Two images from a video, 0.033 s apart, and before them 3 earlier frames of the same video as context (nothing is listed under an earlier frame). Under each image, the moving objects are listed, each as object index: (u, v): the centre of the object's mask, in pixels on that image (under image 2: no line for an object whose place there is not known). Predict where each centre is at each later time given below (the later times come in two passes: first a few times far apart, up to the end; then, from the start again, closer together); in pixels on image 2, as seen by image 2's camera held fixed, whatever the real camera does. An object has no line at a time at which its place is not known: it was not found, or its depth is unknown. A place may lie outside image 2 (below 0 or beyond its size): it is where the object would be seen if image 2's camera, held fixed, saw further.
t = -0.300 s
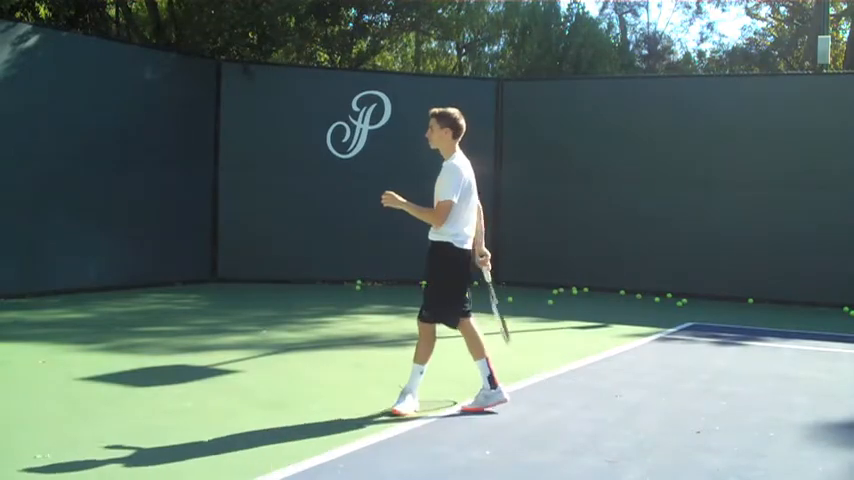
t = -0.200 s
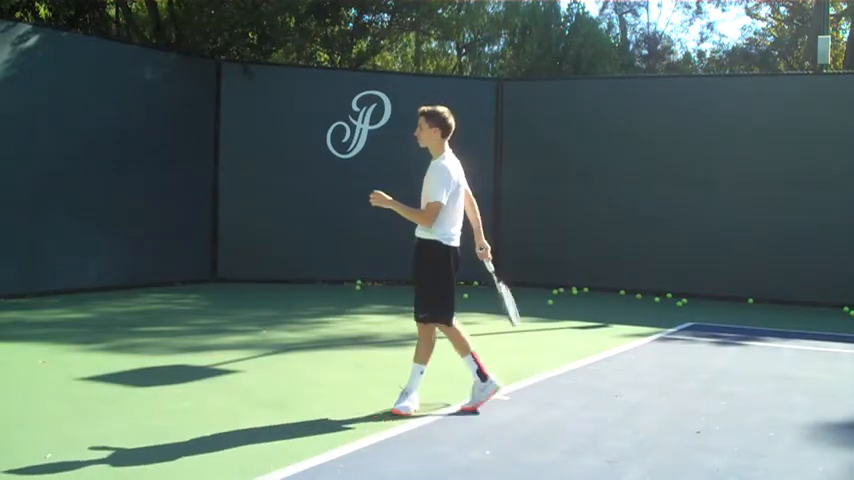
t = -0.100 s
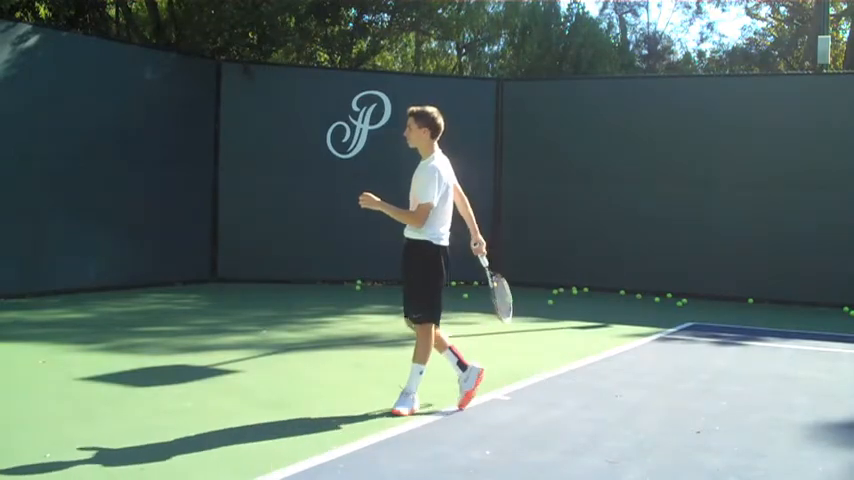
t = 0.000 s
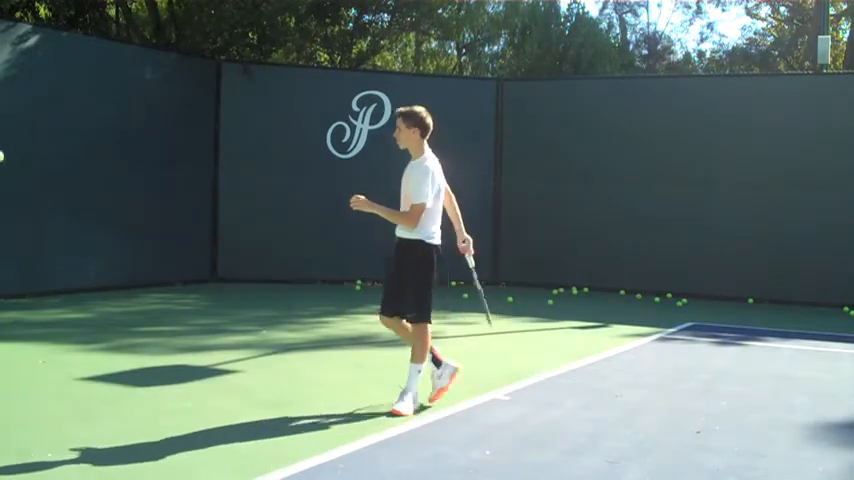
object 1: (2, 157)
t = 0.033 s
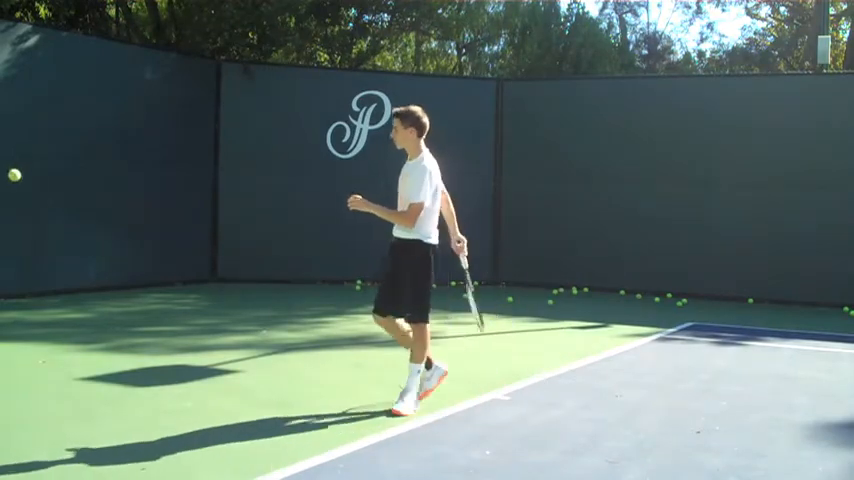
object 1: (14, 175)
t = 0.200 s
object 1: (100, 301)
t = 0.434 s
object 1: (192, 306)
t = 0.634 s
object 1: (252, 218)
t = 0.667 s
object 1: (262, 209)
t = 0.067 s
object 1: (31, 196)
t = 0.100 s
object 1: (48, 219)
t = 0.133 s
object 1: (66, 244)
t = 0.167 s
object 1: (83, 271)
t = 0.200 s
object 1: (100, 301)
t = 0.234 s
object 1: (118, 333)
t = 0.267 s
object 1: (136, 367)
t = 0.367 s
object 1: (173, 348)
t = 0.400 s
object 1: (182, 327)
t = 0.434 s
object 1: (192, 306)
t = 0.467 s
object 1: (202, 286)
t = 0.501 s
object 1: (212, 269)
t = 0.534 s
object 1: (222, 254)
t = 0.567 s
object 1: (232, 240)
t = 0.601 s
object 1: (242, 228)
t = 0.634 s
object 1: (252, 218)
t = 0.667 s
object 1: (262, 209)
